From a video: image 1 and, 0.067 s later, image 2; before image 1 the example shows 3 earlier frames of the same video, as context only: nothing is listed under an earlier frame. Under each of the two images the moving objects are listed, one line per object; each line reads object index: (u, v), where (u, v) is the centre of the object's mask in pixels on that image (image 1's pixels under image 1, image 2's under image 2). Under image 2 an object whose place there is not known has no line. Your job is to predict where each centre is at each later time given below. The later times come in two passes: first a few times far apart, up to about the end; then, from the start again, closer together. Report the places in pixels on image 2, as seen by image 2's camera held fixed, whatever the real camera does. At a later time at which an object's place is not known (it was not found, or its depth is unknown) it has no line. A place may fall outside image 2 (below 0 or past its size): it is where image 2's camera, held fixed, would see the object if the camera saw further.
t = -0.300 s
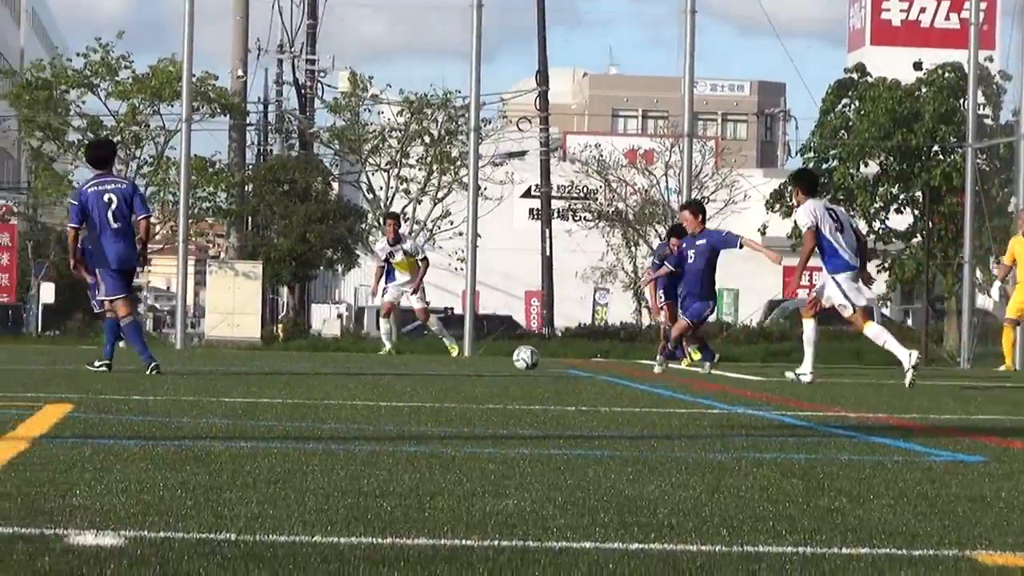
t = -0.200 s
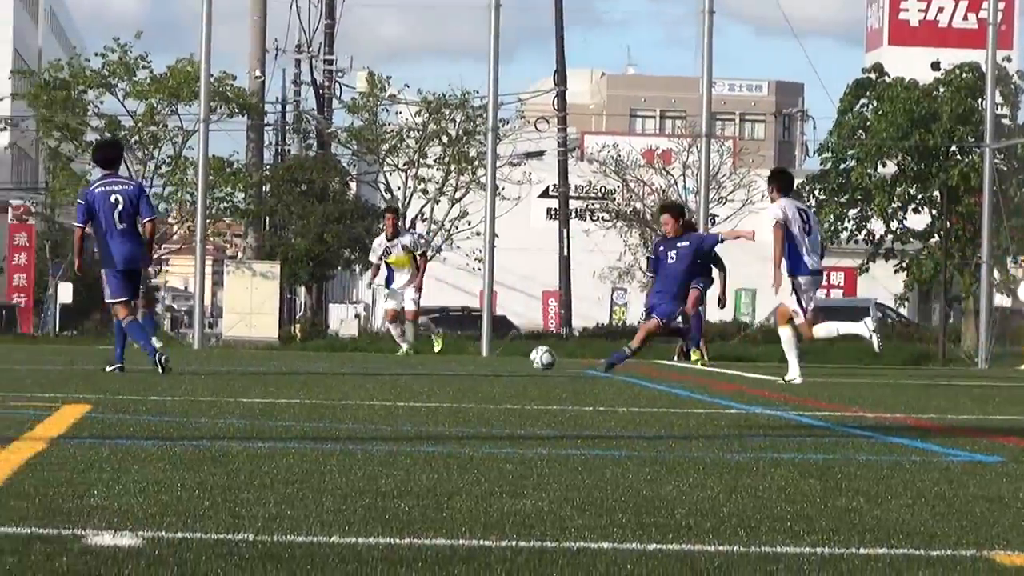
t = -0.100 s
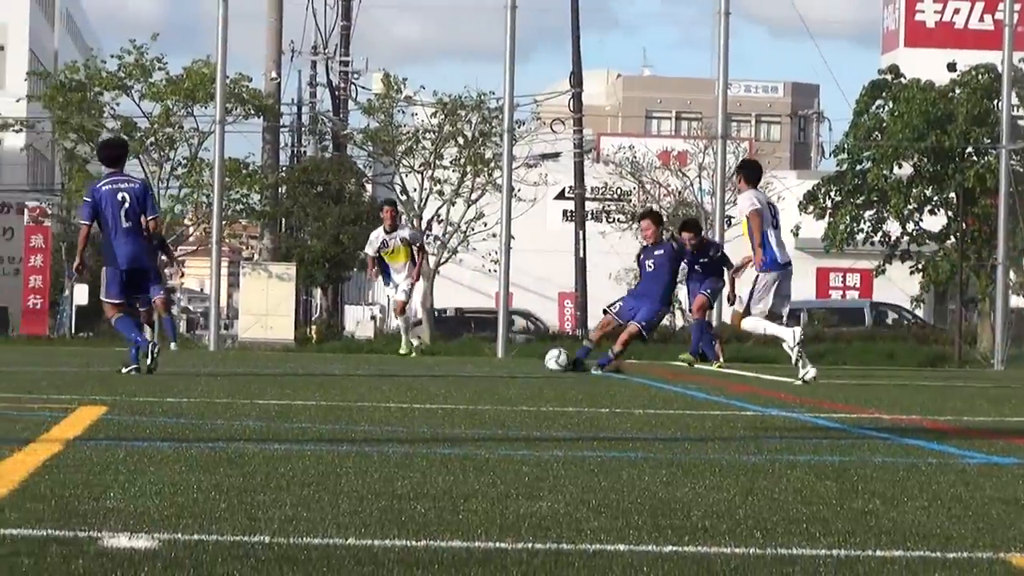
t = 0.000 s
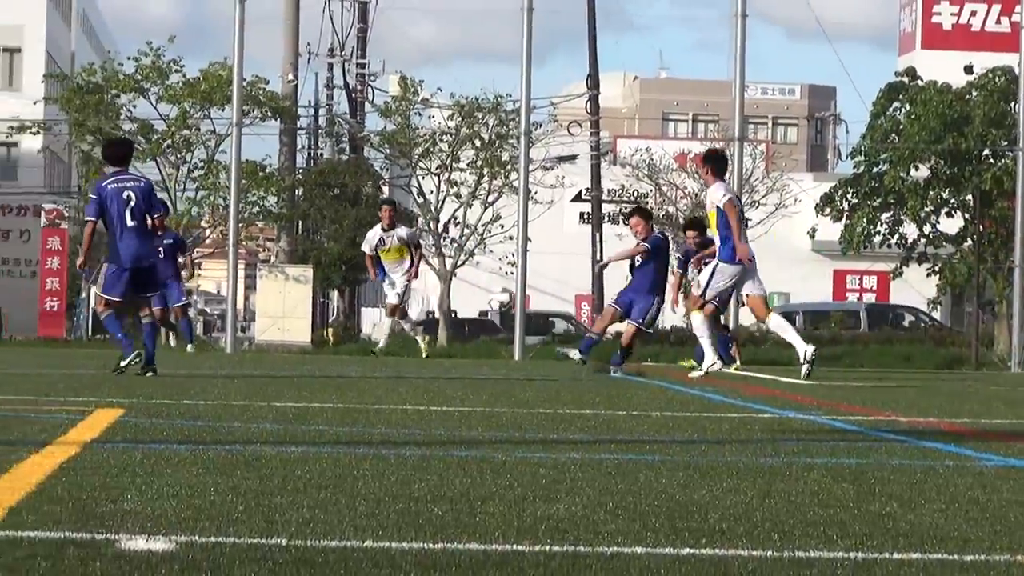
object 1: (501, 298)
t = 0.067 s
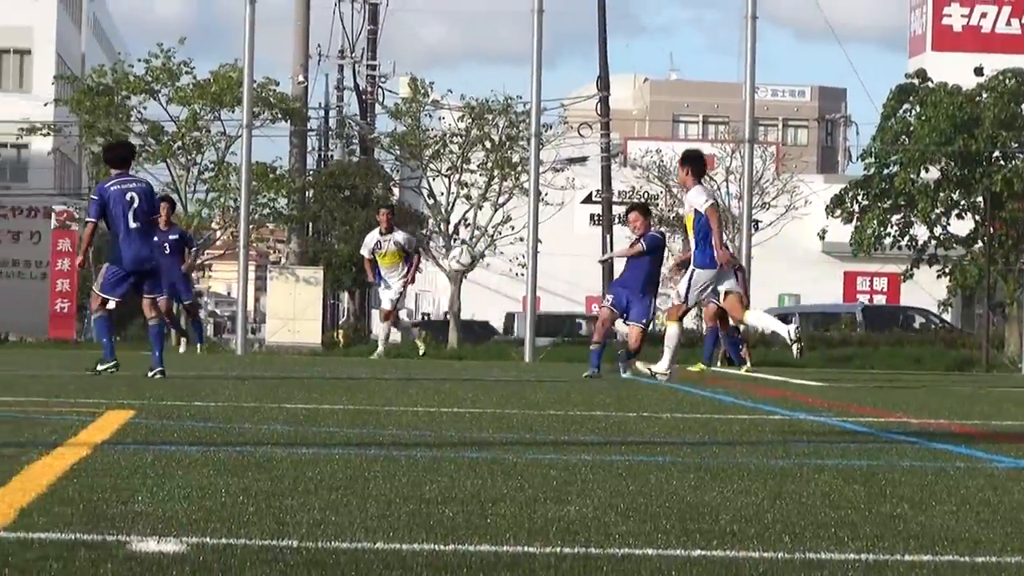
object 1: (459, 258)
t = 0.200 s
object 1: (362, 180)
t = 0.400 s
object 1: (214, 82)
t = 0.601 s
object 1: (68, 22)
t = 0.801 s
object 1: (-103, 31)
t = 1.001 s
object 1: (-312, 146)
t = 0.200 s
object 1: (362, 180)
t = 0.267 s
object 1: (312, 143)
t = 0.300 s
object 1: (289, 126)
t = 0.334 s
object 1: (264, 111)
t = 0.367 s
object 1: (239, 96)
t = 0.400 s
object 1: (214, 82)
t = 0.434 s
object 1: (190, 67)
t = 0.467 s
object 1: (167, 55)
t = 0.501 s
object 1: (141, 45)
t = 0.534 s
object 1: (118, 36)
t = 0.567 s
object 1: (92, 27)
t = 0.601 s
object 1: (68, 22)
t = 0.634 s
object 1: (41, 20)
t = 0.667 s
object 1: (12, 16)
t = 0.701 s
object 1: (-13, 16)
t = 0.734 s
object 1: (-42, 18)
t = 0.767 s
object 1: (-73, 23)
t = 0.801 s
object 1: (-103, 31)
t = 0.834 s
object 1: (-136, 43)
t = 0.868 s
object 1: (-169, 56)
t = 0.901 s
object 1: (-203, 76)
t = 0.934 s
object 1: (-238, 97)
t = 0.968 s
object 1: (-273, 115)
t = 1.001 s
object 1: (-312, 146)
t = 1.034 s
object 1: (-353, 168)
